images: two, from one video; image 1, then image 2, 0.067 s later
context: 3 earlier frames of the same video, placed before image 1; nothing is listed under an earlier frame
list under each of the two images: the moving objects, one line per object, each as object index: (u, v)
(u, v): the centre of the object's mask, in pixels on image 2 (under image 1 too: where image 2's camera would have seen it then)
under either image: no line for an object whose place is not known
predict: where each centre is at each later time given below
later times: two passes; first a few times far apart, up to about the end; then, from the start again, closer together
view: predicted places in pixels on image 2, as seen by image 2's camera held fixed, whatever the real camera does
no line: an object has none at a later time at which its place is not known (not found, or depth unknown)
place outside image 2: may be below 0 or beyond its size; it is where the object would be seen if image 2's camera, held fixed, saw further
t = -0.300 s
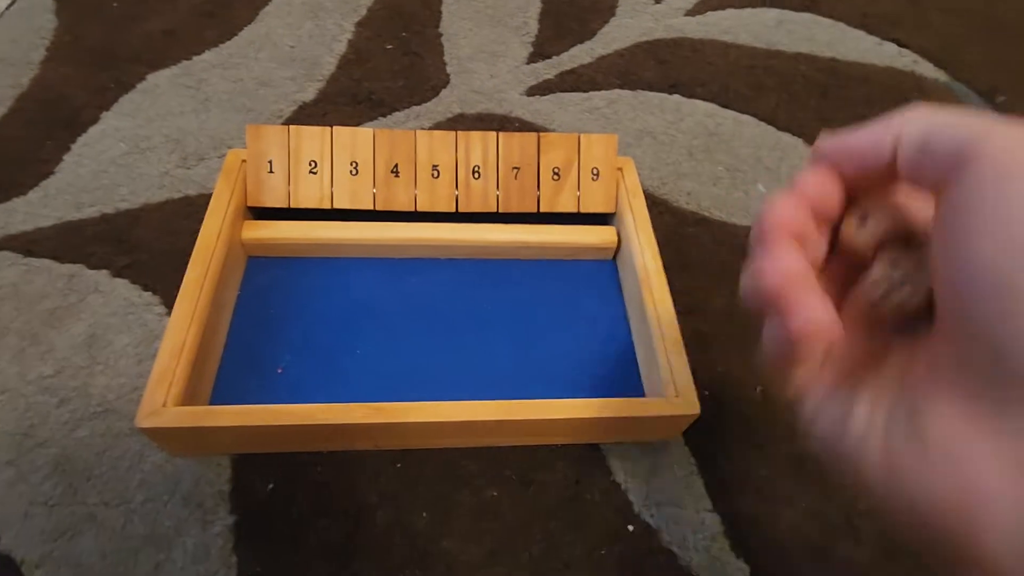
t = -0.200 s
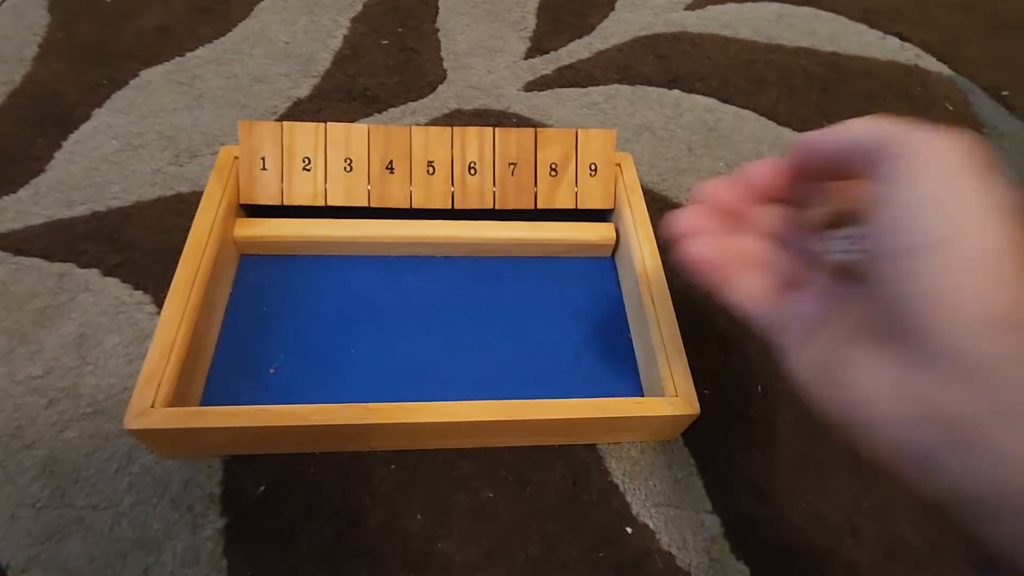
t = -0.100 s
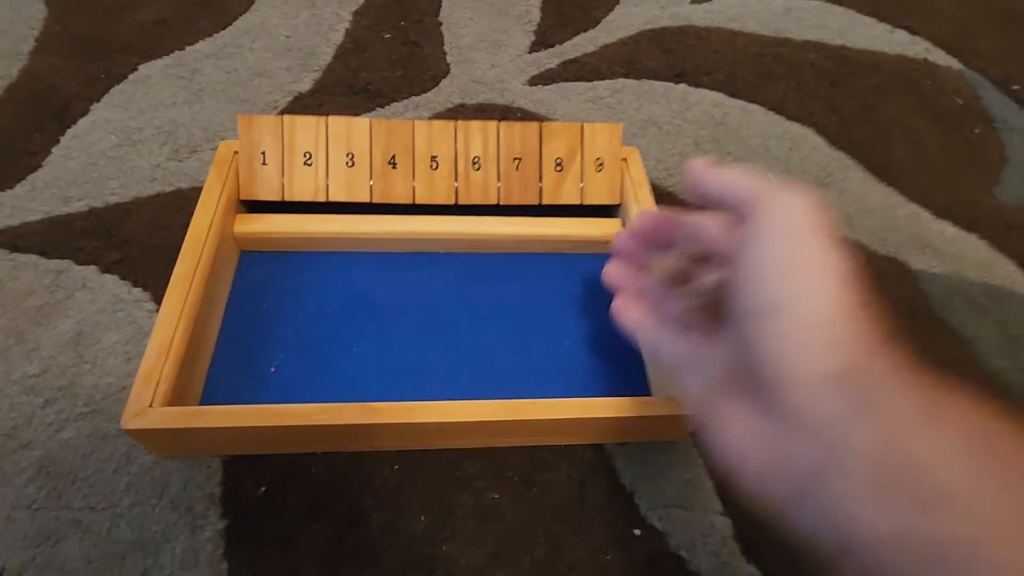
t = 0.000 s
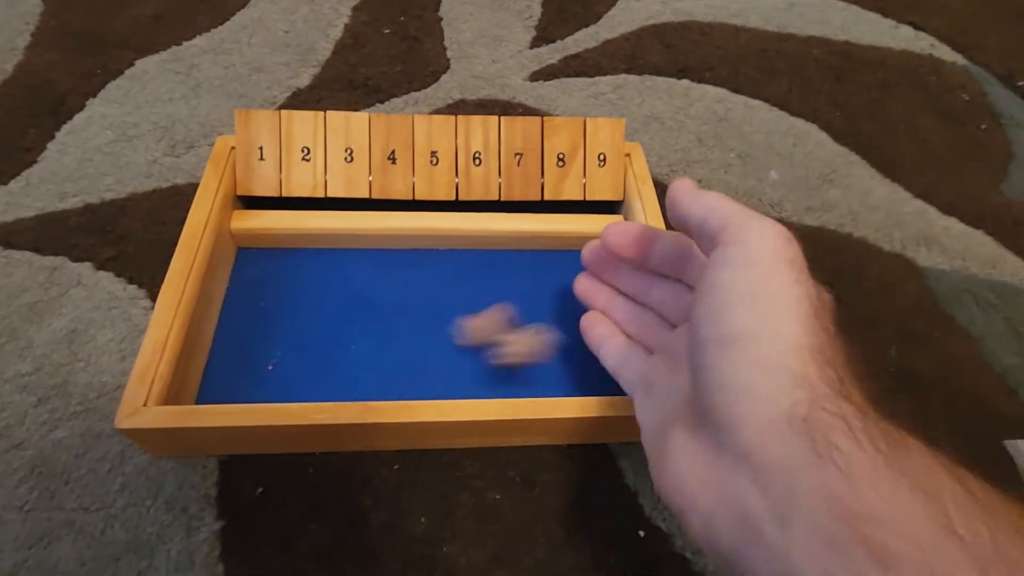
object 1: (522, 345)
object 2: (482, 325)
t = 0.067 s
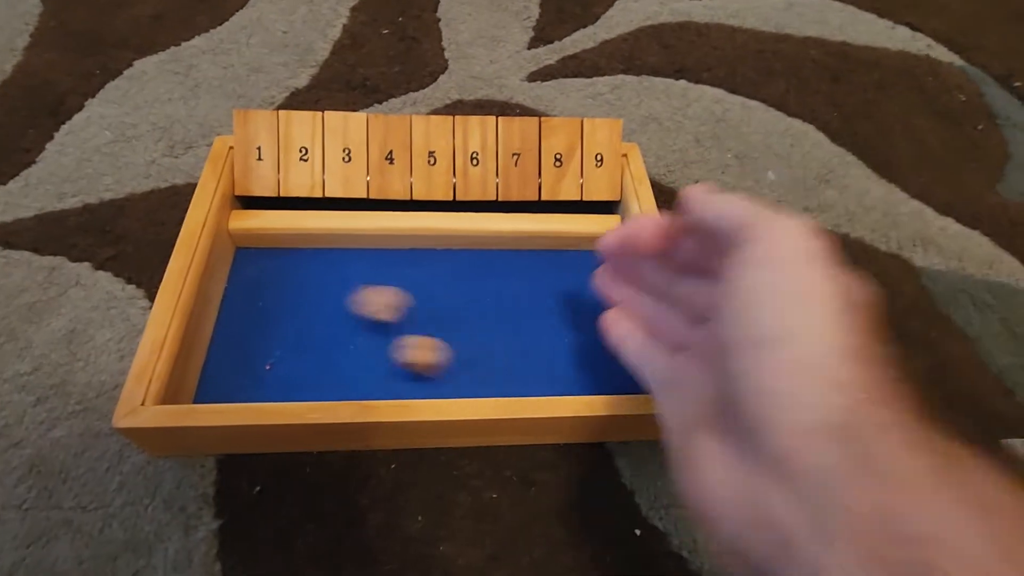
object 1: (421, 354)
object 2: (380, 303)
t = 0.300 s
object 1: (238, 352)
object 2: (332, 266)
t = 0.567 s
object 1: (290, 332)
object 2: (418, 268)
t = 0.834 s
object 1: (307, 328)
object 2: (404, 280)
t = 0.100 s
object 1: (383, 351)
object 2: (332, 302)
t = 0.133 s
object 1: (348, 355)
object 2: (282, 294)
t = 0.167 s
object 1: (310, 352)
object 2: (242, 289)
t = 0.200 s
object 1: (272, 355)
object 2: (266, 284)
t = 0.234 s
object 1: (239, 359)
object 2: (290, 276)
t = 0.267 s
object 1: (220, 358)
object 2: (311, 272)
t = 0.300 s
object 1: (238, 352)
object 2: (332, 266)
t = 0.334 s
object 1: (255, 350)
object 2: (352, 263)
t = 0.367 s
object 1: (264, 350)
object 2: (368, 256)
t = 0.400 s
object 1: (271, 348)
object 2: (380, 252)
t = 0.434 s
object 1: (279, 341)
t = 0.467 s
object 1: (281, 336)
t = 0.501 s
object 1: (284, 333)
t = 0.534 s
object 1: (287, 332)
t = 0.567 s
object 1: (290, 332)
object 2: (418, 268)
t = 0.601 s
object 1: (294, 332)
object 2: (418, 272)
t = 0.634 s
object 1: (300, 331)
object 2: (415, 276)
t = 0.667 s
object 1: (306, 326)
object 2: (408, 280)
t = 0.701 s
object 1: (308, 323)
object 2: (404, 280)
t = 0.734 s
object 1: (308, 326)
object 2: (404, 280)
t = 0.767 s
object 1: (306, 330)
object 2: (404, 281)
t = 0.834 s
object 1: (307, 328)
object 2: (404, 280)
